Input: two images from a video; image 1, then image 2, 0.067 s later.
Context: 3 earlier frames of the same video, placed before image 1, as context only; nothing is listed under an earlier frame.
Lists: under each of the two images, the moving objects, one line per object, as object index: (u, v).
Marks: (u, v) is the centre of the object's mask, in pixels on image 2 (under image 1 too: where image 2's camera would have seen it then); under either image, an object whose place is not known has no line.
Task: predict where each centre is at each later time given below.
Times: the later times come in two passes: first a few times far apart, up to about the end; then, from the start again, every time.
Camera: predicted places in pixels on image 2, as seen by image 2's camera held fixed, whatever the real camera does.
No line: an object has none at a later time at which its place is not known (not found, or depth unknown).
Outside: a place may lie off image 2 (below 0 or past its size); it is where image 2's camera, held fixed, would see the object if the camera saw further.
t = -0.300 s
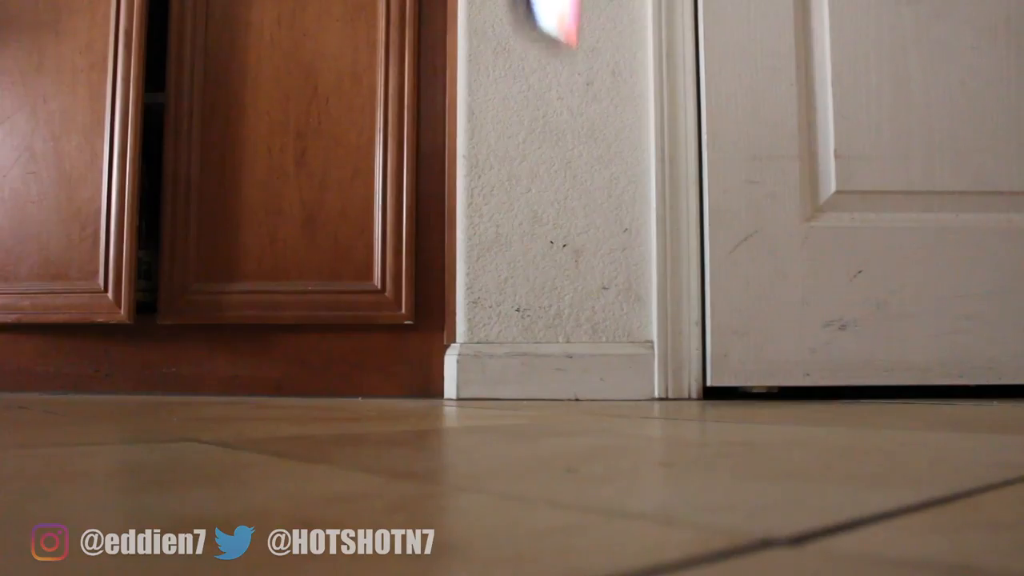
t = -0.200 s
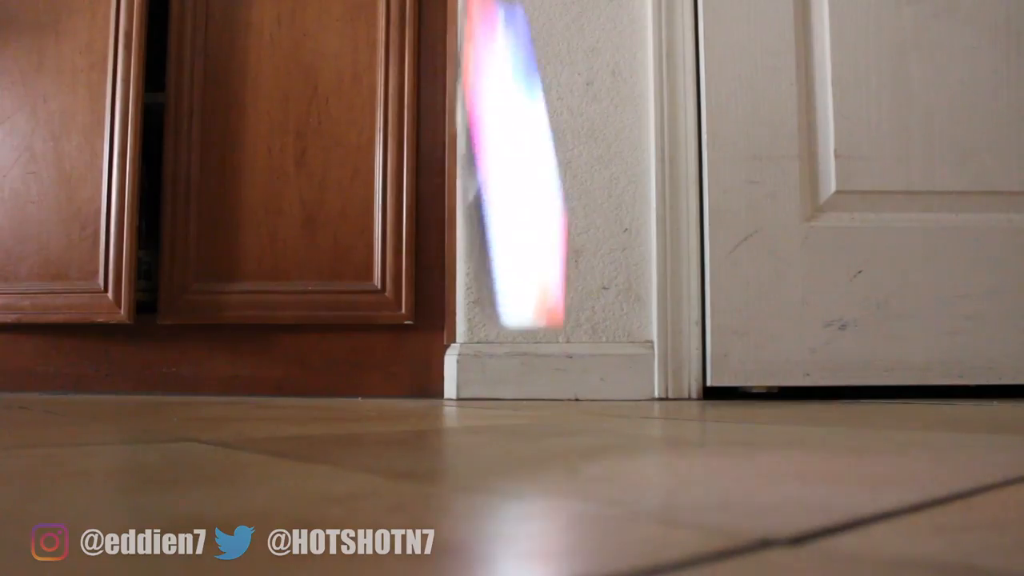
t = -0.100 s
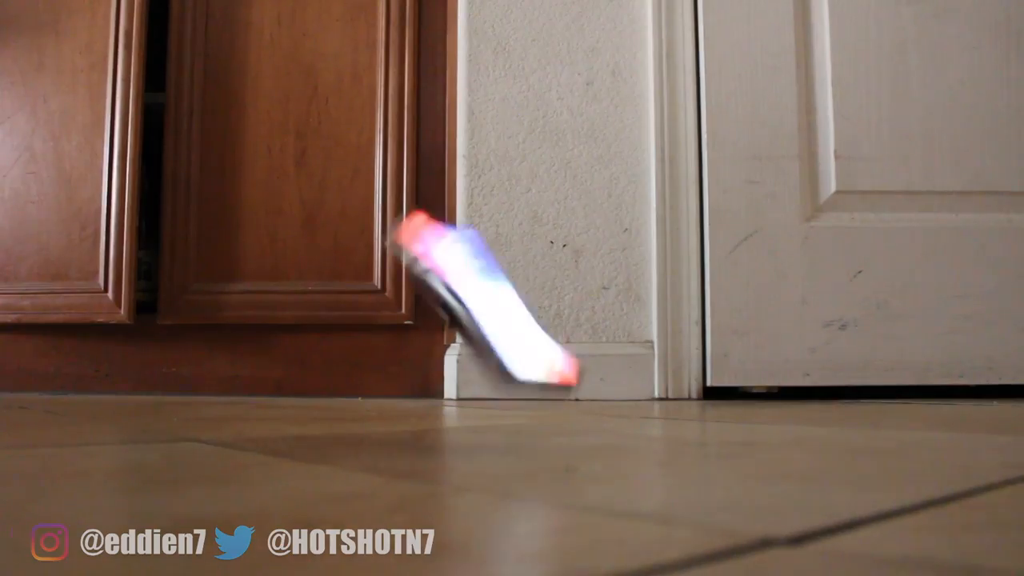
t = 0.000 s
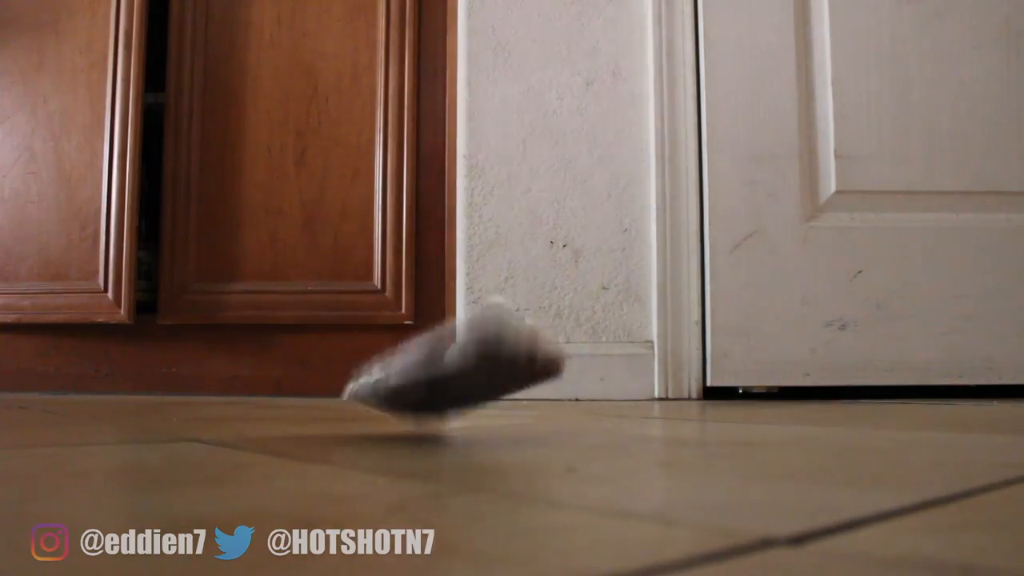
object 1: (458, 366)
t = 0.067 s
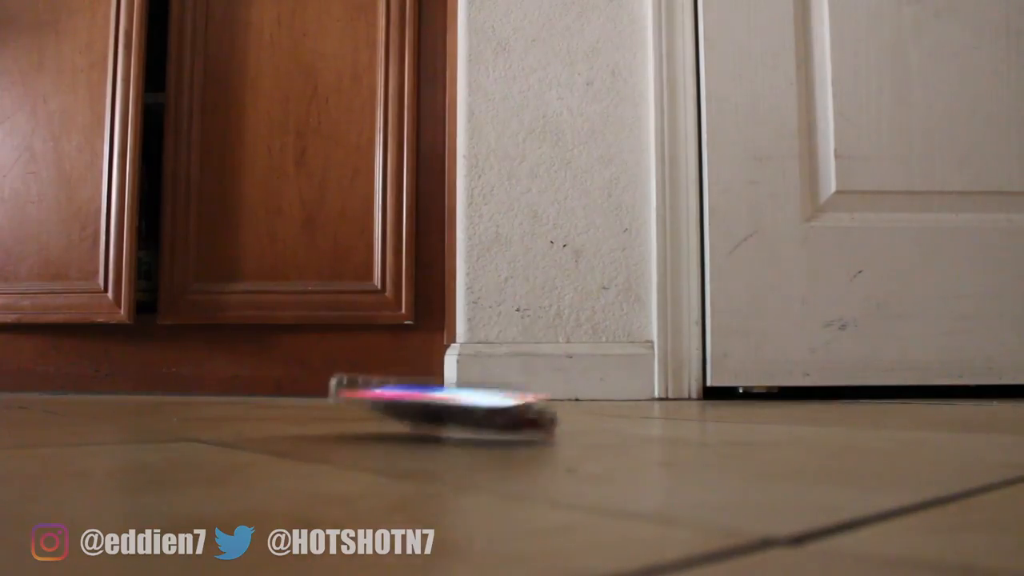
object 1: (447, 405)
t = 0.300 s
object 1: (459, 426)
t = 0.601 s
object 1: (459, 425)
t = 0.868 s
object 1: (458, 425)
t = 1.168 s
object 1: (458, 425)
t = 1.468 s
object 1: (458, 425)
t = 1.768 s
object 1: (459, 425)
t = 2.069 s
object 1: (459, 425)
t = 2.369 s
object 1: (458, 425)
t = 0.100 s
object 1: (447, 399)
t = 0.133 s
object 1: (446, 408)
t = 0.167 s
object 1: (455, 418)
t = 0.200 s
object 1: (456, 419)
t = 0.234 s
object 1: (455, 419)
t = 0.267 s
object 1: (459, 425)
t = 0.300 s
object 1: (459, 426)
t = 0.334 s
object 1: (460, 426)
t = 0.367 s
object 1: (459, 425)
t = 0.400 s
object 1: (459, 425)
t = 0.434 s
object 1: (459, 425)
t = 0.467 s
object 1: (459, 425)
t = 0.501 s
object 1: (459, 425)
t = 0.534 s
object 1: (459, 425)
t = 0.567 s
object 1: (459, 425)
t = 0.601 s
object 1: (459, 425)
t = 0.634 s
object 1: (458, 425)
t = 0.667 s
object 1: (459, 425)
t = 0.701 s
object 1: (459, 425)
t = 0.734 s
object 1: (458, 425)
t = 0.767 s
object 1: (459, 425)
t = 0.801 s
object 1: (458, 425)
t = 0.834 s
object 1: (458, 425)
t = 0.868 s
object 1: (458, 425)
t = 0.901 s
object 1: (458, 425)
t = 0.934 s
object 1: (458, 425)
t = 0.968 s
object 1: (458, 425)
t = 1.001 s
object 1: (458, 425)
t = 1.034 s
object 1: (458, 425)
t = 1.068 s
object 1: (458, 425)
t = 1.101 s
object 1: (458, 425)
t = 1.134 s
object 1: (458, 425)
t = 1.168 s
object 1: (458, 425)
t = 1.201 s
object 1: (458, 425)
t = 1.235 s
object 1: (458, 425)
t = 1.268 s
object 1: (458, 425)
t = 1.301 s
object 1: (458, 425)
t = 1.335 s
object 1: (458, 425)
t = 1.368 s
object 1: (458, 425)
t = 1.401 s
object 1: (459, 425)
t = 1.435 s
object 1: (459, 425)
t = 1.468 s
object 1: (458, 425)
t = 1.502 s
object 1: (458, 425)
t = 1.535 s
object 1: (459, 425)
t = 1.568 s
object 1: (459, 425)
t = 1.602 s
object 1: (459, 425)
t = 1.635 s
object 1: (459, 425)
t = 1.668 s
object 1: (459, 425)
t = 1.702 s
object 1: (459, 425)
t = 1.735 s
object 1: (459, 425)
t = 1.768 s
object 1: (459, 425)
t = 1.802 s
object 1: (459, 425)
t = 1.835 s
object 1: (459, 425)
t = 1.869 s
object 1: (458, 425)
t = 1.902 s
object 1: (459, 426)
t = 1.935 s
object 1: (458, 425)
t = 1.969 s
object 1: (458, 425)
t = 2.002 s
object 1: (458, 425)
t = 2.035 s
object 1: (458, 425)
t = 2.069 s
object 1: (459, 425)
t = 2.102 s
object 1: (458, 425)
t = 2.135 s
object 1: (458, 425)
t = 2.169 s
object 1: (458, 425)
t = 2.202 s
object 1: (458, 425)
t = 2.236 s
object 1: (458, 425)
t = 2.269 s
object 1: (458, 425)
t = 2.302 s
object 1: (458, 425)
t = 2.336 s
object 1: (458, 425)
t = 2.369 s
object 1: (458, 425)
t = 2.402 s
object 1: (458, 425)
